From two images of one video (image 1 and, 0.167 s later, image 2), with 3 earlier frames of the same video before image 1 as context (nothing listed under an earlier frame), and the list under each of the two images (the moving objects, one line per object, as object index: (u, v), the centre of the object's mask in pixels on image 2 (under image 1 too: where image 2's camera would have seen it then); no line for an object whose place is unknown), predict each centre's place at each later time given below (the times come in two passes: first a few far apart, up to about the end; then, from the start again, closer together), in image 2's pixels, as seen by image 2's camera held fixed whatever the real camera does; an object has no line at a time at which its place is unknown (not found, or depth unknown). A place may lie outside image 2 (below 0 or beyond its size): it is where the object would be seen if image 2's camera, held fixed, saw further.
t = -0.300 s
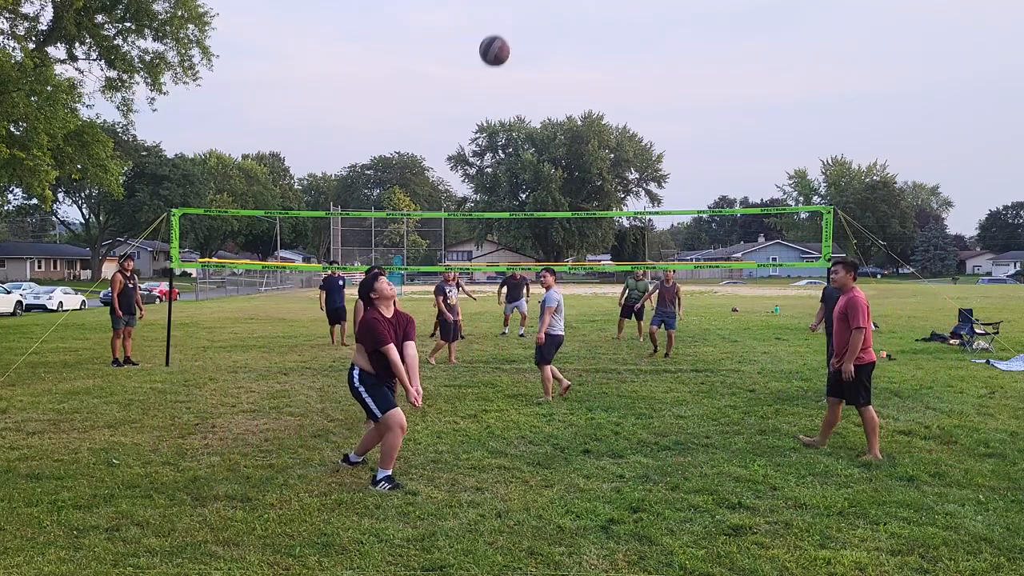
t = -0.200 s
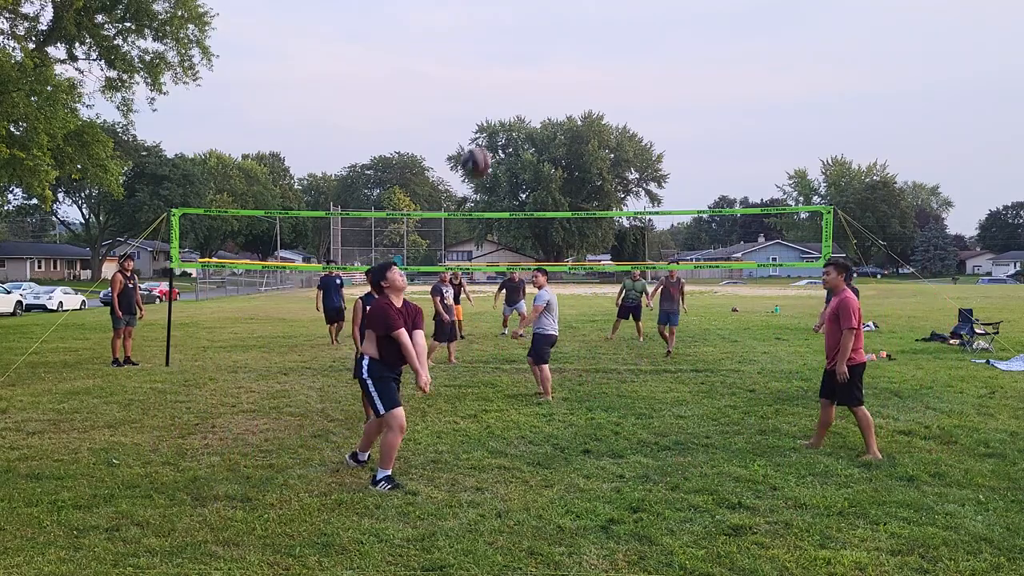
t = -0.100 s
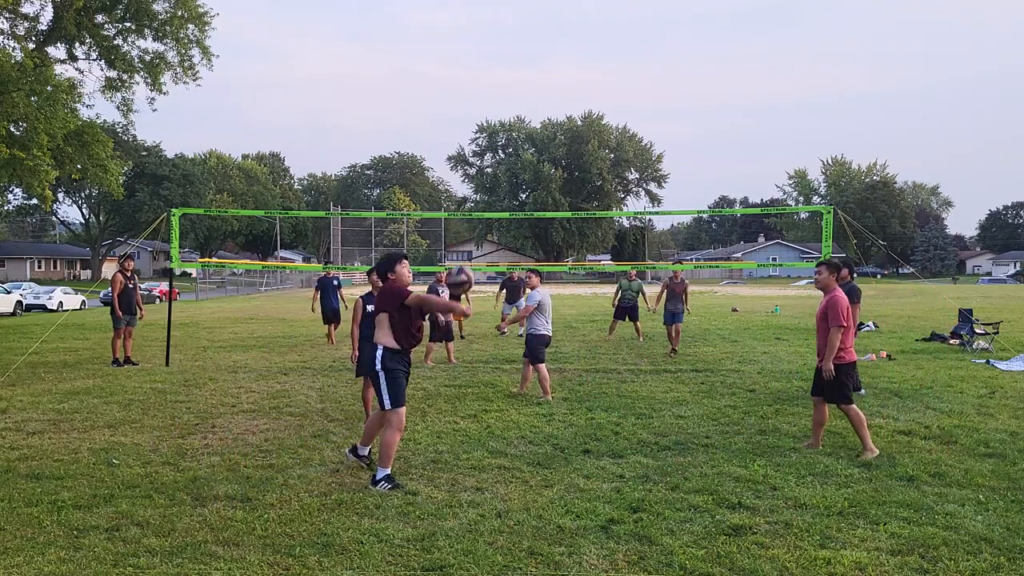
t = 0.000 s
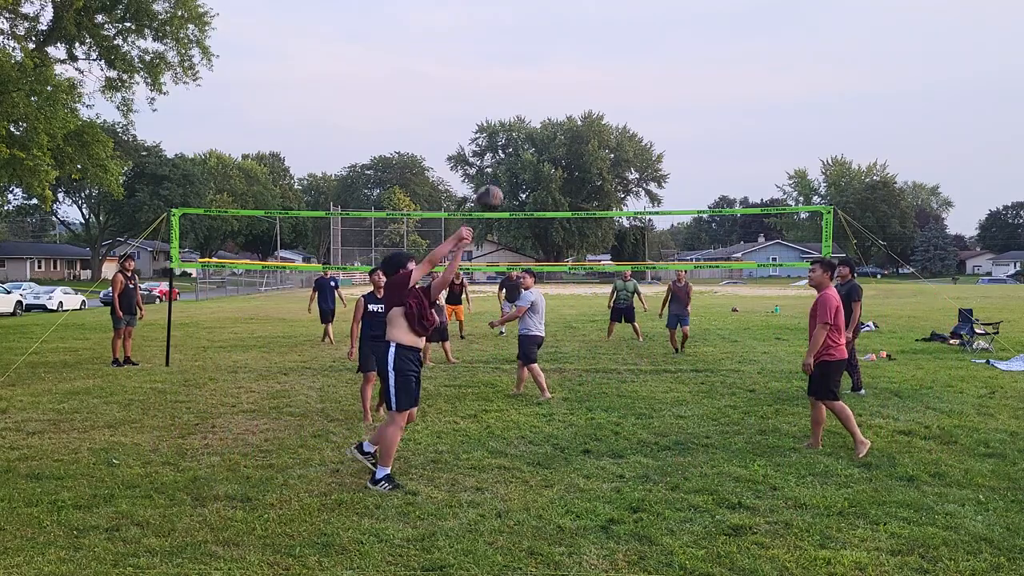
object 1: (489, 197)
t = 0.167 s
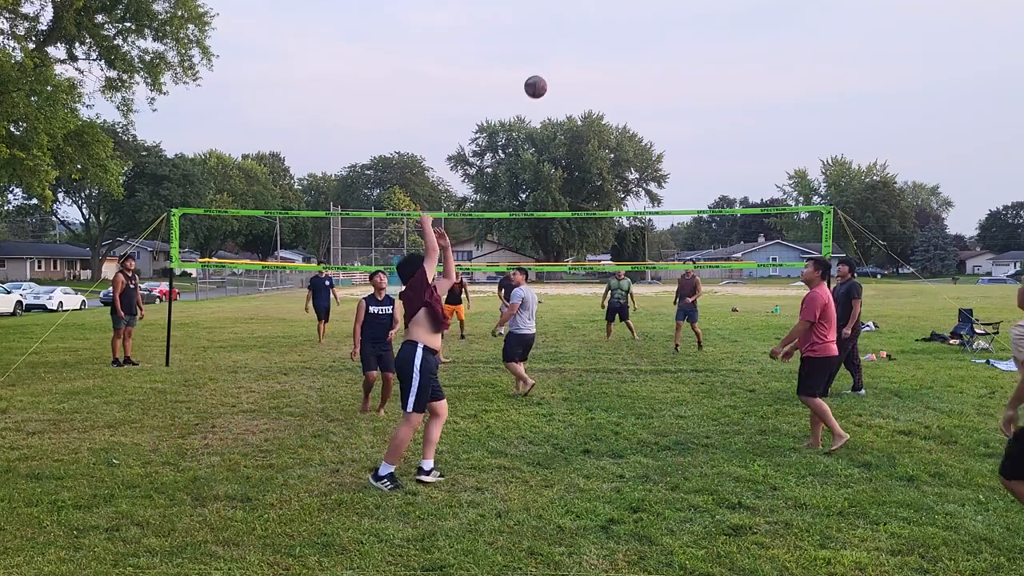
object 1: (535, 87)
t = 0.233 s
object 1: (550, 59)
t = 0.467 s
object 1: (592, 14)
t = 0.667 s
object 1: (617, 21)
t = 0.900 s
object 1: (640, 65)
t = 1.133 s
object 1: (656, 134)
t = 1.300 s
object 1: (665, 195)
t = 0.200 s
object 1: (543, 72)
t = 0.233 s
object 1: (550, 59)
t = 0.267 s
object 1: (557, 48)
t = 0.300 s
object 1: (563, 39)
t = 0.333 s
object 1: (570, 31)
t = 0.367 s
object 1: (575, 25)
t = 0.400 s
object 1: (581, 20)
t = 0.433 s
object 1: (586, 16)
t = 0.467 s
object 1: (592, 14)
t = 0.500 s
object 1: (596, 13)
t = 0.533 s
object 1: (601, 13)
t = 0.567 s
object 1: (605, 14)
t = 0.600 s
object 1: (610, 15)
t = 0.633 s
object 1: (613, 18)
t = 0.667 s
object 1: (617, 21)
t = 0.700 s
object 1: (621, 25)
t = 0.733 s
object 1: (625, 30)
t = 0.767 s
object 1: (628, 36)
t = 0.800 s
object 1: (631, 42)
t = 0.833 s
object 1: (634, 49)
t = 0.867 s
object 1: (637, 56)
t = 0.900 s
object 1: (640, 65)
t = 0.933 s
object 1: (643, 73)
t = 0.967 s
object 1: (645, 82)
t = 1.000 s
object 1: (648, 91)
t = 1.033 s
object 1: (650, 101)
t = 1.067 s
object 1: (652, 112)
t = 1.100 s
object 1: (654, 122)
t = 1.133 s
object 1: (656, 134)
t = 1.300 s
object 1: (665, 195)
